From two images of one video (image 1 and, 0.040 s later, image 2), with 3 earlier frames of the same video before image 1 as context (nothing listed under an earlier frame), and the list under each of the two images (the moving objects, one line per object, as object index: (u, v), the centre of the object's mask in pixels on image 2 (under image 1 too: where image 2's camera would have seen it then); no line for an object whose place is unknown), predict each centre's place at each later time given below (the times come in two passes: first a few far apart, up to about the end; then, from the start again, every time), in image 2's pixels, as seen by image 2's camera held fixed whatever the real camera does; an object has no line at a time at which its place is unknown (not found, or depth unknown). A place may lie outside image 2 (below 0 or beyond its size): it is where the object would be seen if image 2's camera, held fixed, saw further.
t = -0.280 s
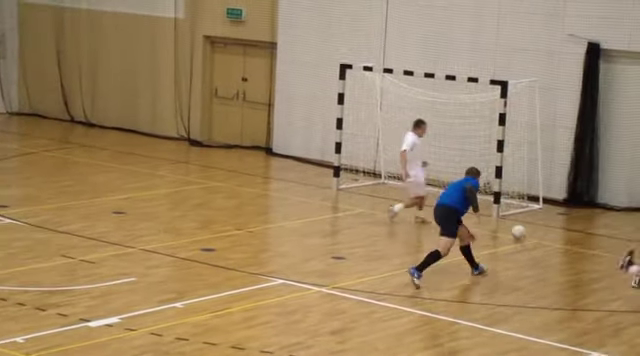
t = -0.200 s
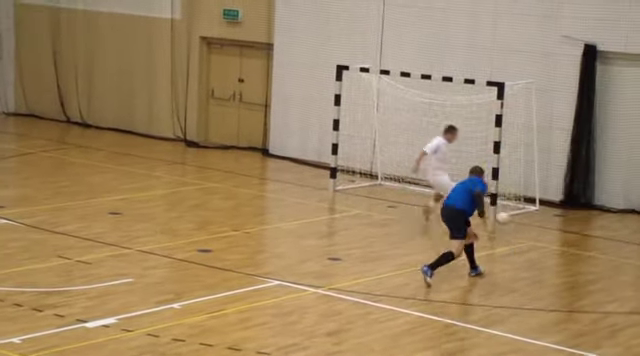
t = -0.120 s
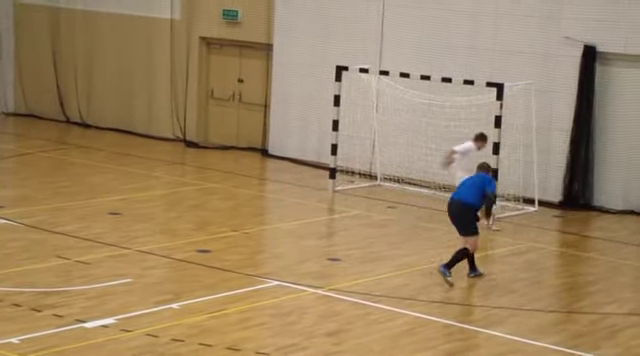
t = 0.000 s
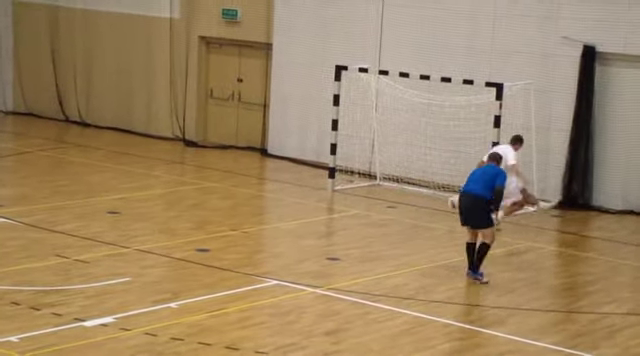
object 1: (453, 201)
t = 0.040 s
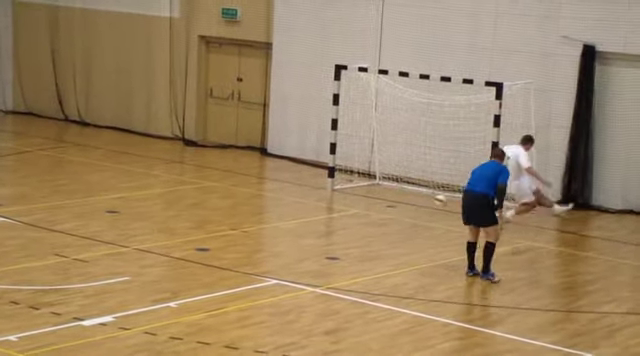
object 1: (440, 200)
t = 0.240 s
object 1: (376, 208)
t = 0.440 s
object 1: (322, 207)
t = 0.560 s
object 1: (293, 204)
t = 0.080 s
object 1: (425, 201)
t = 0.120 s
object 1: (414, 203)
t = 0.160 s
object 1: (401, 205)
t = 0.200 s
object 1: (387, 209)
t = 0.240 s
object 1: (376, 208)
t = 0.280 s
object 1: (364, 206)
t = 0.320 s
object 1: (355, 205)
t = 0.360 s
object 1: (344, 205)
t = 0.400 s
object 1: (332, 206)
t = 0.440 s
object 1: (322, 207)
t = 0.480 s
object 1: (313, 205)
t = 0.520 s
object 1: (303, 205)
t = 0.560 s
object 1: (293, 204)
